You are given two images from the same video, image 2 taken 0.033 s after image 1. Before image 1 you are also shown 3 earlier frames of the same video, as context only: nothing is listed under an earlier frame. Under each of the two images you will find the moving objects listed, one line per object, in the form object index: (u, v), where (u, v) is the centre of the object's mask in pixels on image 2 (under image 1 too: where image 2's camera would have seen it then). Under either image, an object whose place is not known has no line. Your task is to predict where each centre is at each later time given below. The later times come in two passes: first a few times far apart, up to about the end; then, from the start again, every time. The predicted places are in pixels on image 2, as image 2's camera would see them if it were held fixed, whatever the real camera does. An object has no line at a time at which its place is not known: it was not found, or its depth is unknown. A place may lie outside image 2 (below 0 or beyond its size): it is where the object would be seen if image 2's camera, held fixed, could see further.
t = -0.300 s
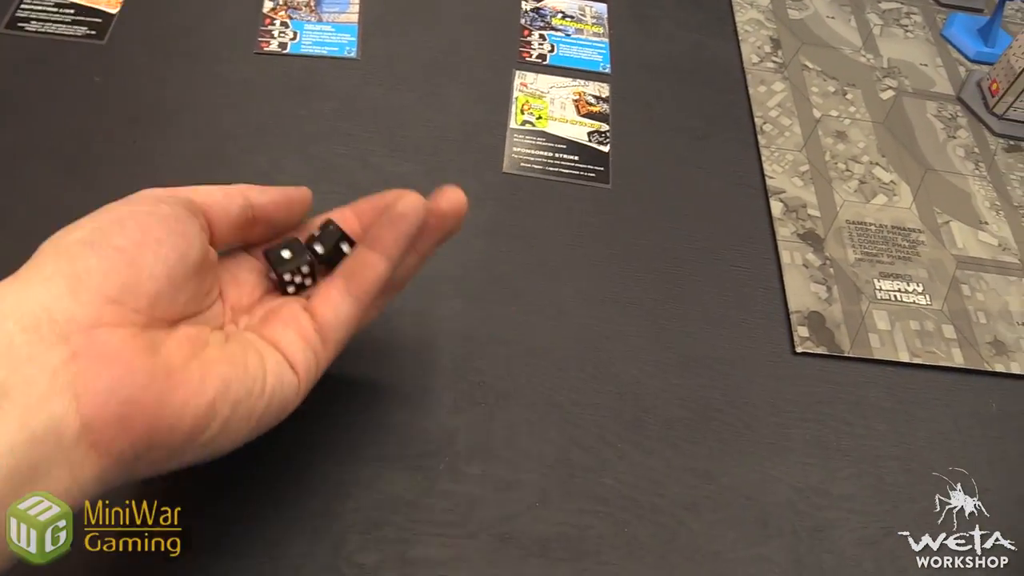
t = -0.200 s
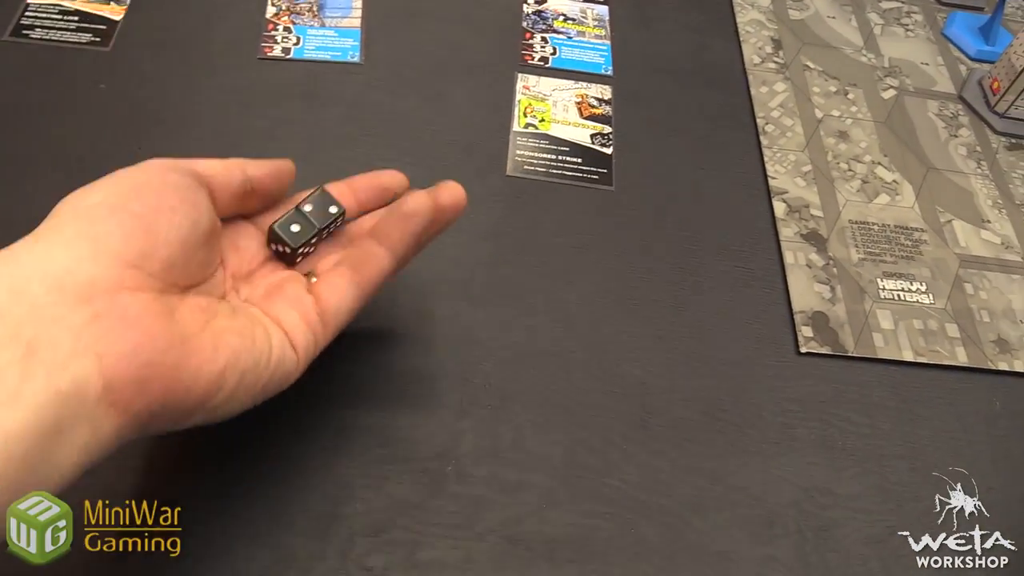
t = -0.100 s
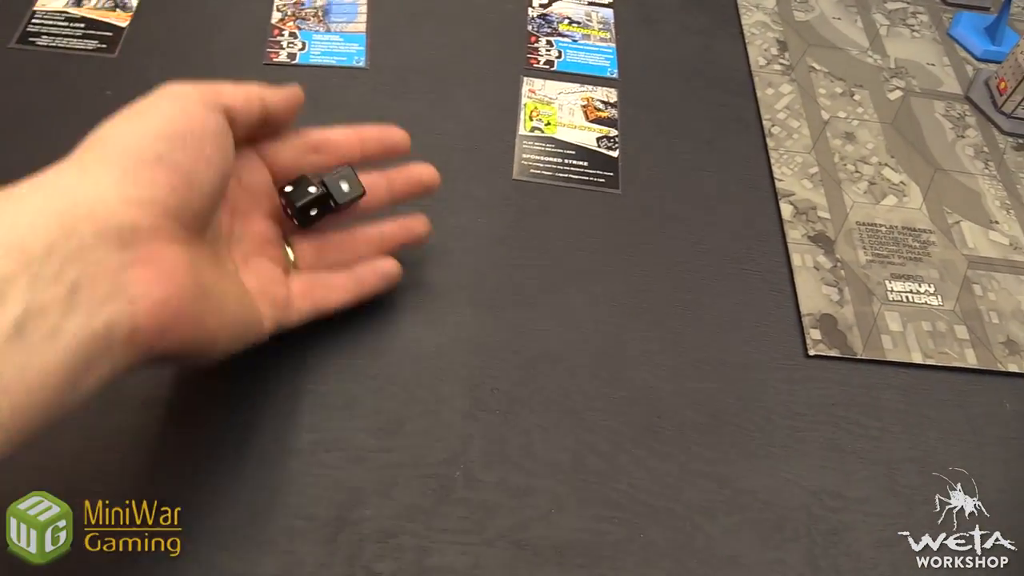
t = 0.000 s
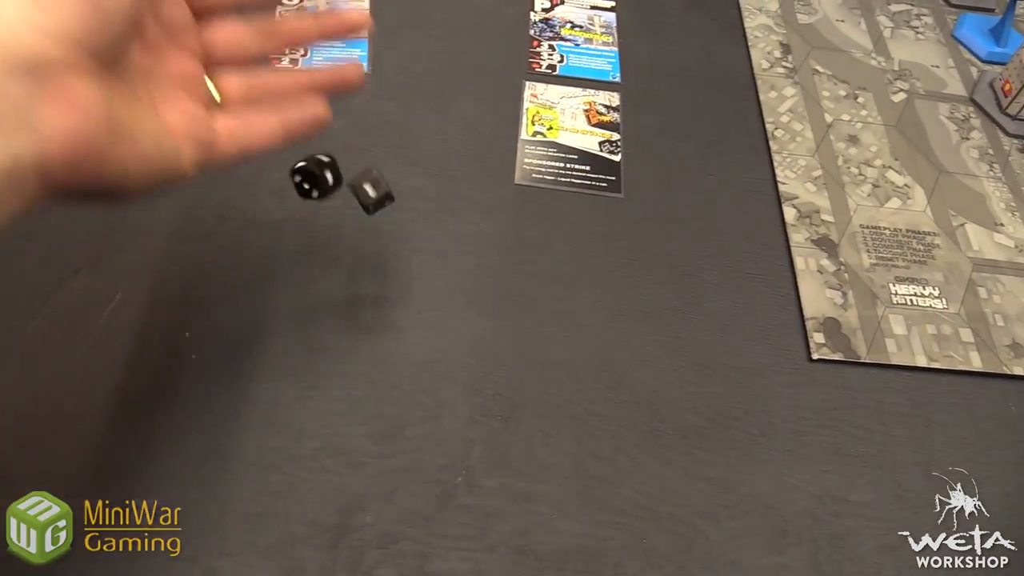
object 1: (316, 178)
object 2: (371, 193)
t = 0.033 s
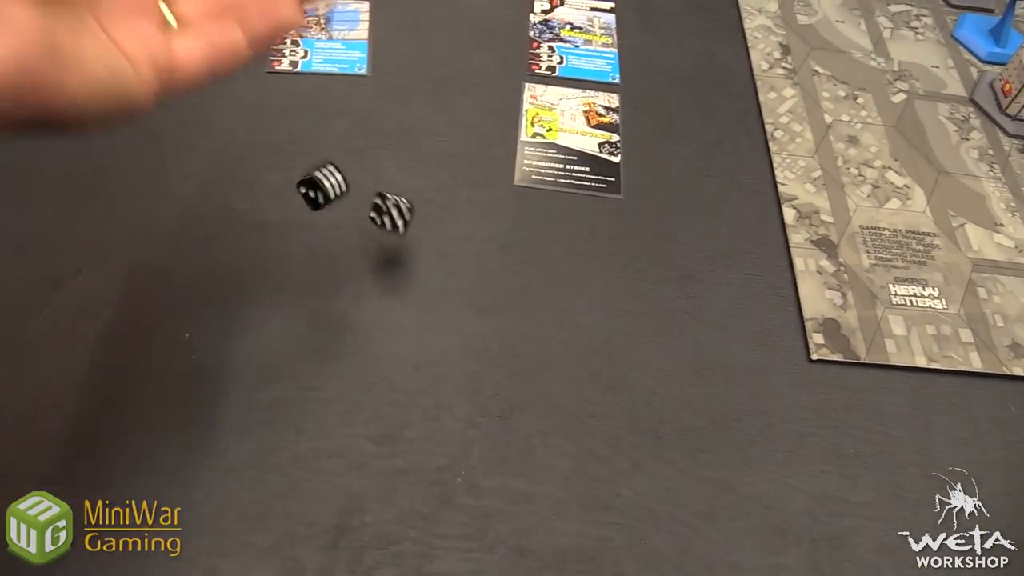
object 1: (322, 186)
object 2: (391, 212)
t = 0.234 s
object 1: (327, 245)
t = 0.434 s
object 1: (349, 267)
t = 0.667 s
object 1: (355, 269)
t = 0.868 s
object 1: (356, 269)
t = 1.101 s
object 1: (356, 269)
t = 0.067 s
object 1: (330, 209)
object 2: (407, 214)
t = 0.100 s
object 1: (337, 231)
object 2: (421, 208)
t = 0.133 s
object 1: (335, 230)
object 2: (436, 213)
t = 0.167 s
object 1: (331, 225)
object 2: (452, 207)
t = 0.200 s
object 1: (329, 232)
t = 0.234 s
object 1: (327, 245)
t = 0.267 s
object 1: (328, 249)
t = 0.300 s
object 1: (330, 255)
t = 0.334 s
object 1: (334, 259)
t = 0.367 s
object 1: (340, 265)
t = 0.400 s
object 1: (345, 267)
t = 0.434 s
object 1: (349, 267)
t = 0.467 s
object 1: (353, 269)
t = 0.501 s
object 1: (355, 270)
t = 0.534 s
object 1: (355, 269)
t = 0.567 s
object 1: (355, 269)
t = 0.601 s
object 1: (355, 269)
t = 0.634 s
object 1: (355, 269)
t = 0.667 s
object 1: (355, 269)
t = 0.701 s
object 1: (355, 269)
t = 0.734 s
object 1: (356, 269)
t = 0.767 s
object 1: (356, 269)
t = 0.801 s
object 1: (356, 269)
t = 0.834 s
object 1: (356, 269)
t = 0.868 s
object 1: (356, 269)
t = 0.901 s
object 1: (356, 269)
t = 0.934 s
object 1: (356, 269)
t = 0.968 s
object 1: (356, 269)
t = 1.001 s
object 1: (356, 269)
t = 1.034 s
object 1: (356, 269)
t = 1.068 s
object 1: (356, 269)
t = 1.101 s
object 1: (356, 269)
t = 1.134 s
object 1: (356, 269)
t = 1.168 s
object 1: (356, 269)
